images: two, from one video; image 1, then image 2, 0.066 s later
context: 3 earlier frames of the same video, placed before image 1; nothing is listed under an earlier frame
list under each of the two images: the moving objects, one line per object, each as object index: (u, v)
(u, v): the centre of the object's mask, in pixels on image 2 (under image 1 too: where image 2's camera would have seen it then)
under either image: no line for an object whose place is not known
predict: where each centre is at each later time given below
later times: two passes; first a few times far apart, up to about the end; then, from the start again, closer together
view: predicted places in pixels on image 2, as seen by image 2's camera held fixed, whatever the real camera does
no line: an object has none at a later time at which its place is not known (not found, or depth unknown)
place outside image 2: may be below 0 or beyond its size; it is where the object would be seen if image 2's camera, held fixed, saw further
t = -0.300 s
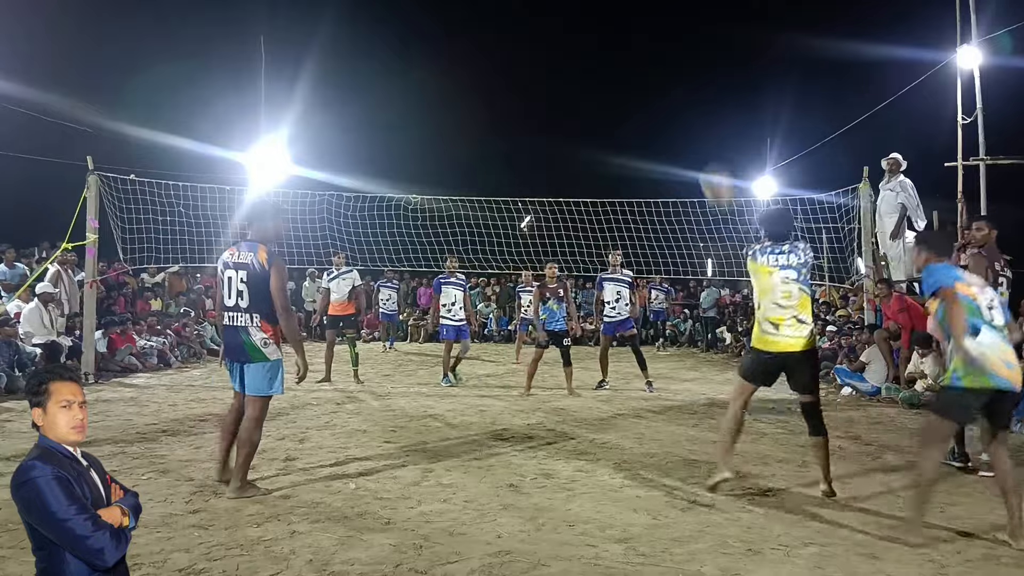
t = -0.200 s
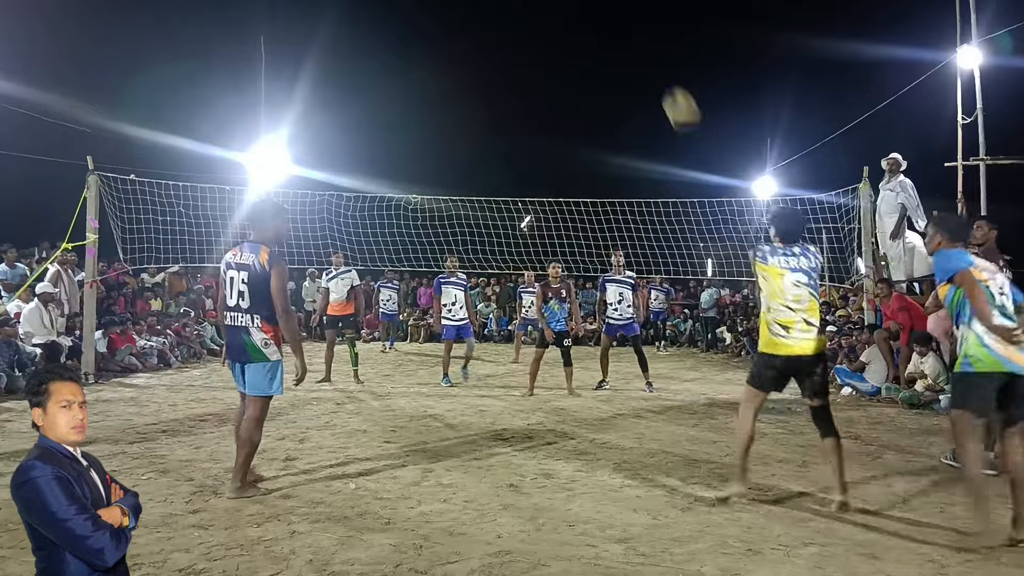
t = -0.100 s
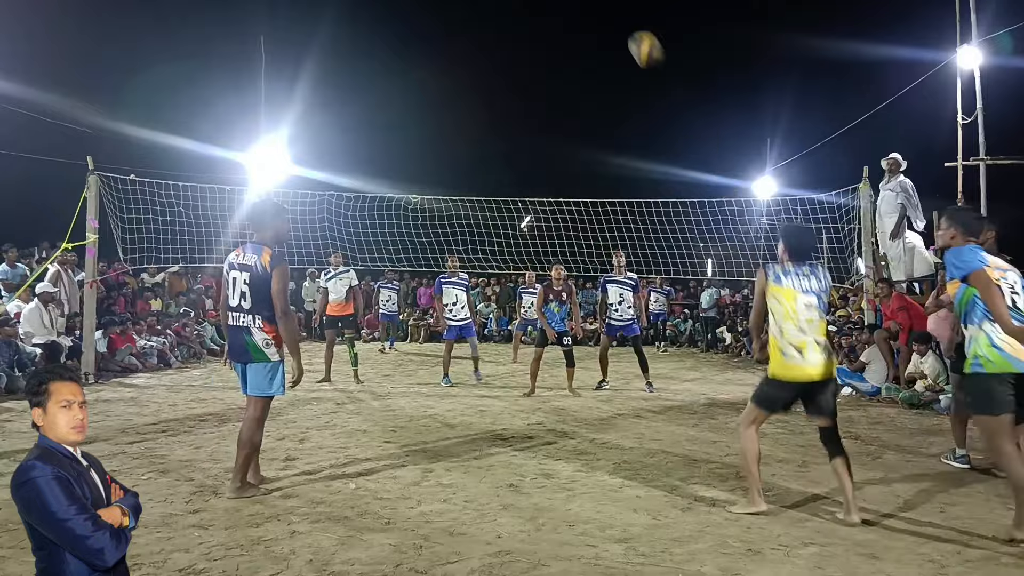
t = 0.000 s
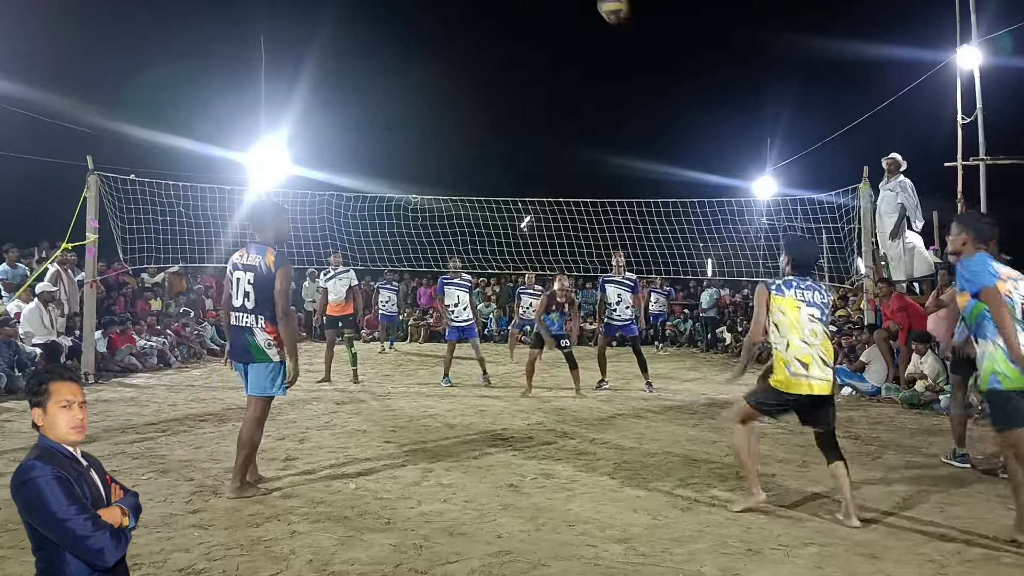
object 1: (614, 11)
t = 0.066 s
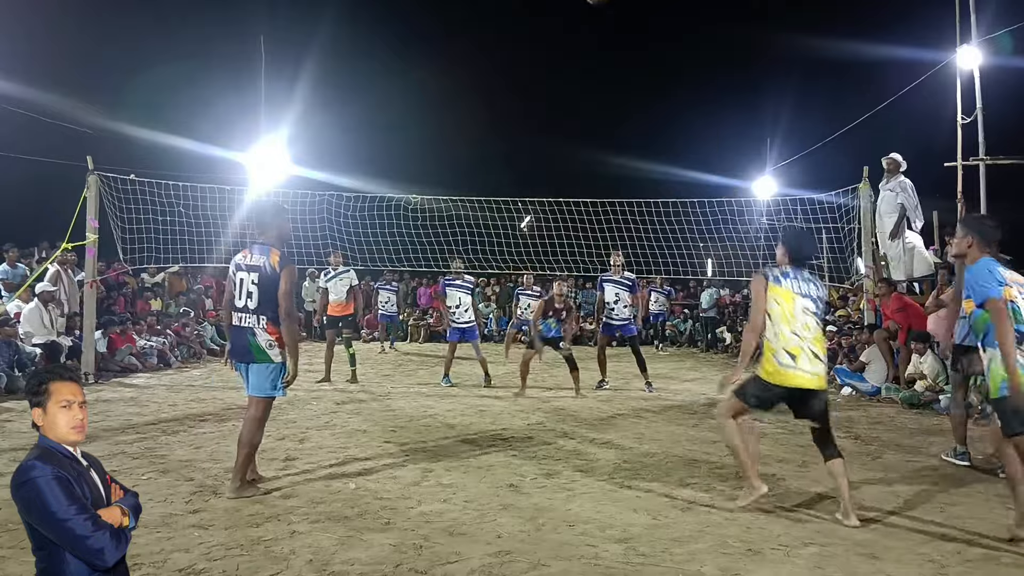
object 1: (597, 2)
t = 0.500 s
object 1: (487, 6)
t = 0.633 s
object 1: (462, 42)
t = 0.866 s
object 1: (423, 143)
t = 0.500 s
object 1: (487, 6)
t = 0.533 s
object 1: (481, 11)
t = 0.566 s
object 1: (474, 19)
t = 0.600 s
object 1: (468, 30)
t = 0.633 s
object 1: (462, 42)
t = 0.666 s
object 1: (456, 54)
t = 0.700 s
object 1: (450, 67)
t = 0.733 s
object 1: (444, 81)
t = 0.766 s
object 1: (439, 95)
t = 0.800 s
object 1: (433, 110)
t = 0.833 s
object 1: (428, 126)
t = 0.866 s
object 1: (423, 143)
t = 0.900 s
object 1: (418, 159)
